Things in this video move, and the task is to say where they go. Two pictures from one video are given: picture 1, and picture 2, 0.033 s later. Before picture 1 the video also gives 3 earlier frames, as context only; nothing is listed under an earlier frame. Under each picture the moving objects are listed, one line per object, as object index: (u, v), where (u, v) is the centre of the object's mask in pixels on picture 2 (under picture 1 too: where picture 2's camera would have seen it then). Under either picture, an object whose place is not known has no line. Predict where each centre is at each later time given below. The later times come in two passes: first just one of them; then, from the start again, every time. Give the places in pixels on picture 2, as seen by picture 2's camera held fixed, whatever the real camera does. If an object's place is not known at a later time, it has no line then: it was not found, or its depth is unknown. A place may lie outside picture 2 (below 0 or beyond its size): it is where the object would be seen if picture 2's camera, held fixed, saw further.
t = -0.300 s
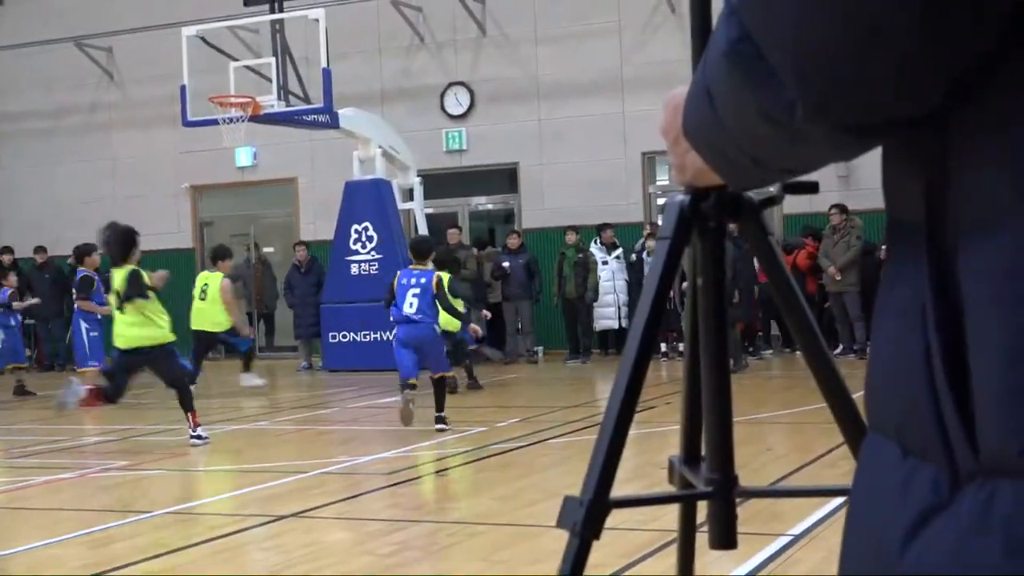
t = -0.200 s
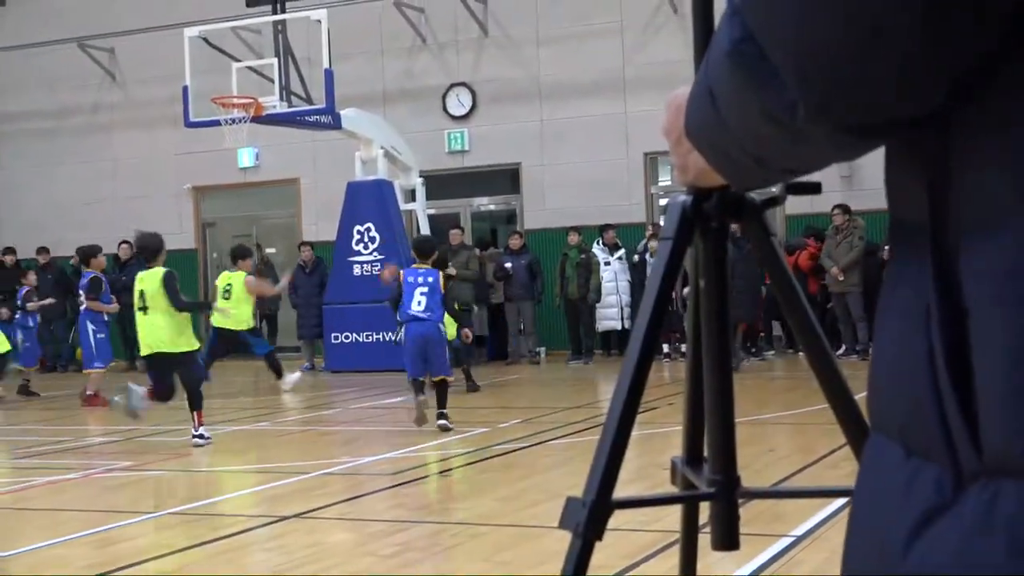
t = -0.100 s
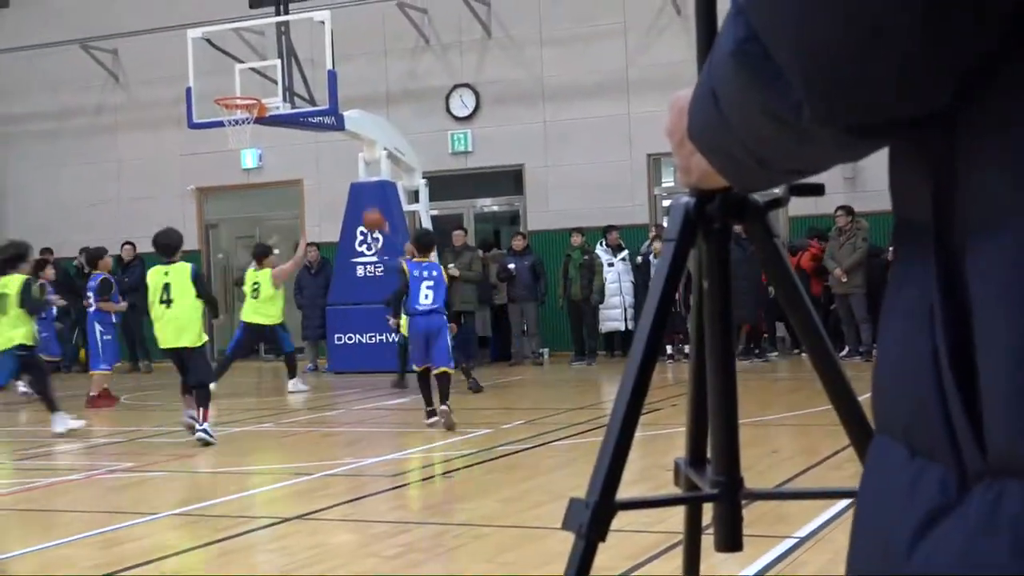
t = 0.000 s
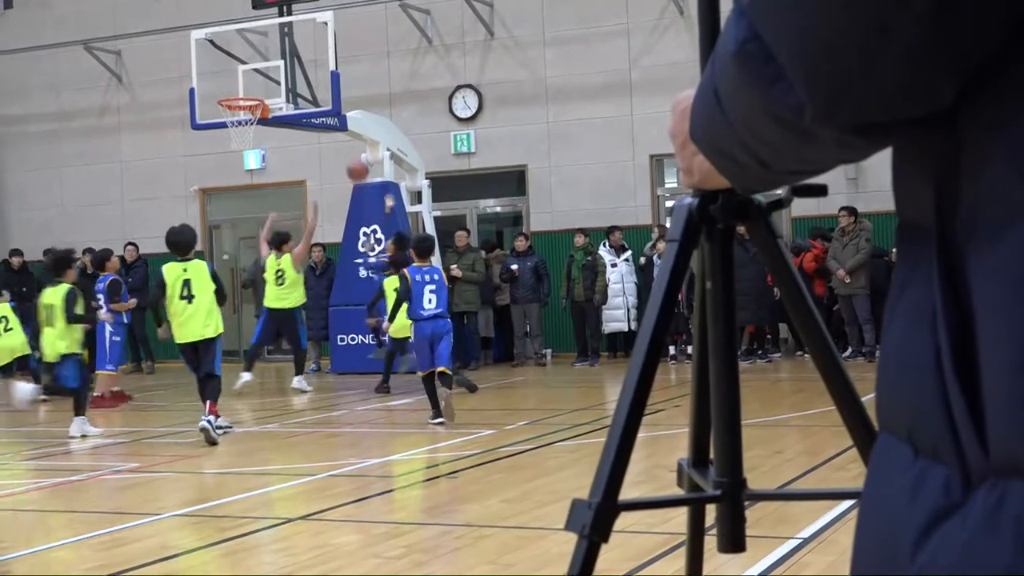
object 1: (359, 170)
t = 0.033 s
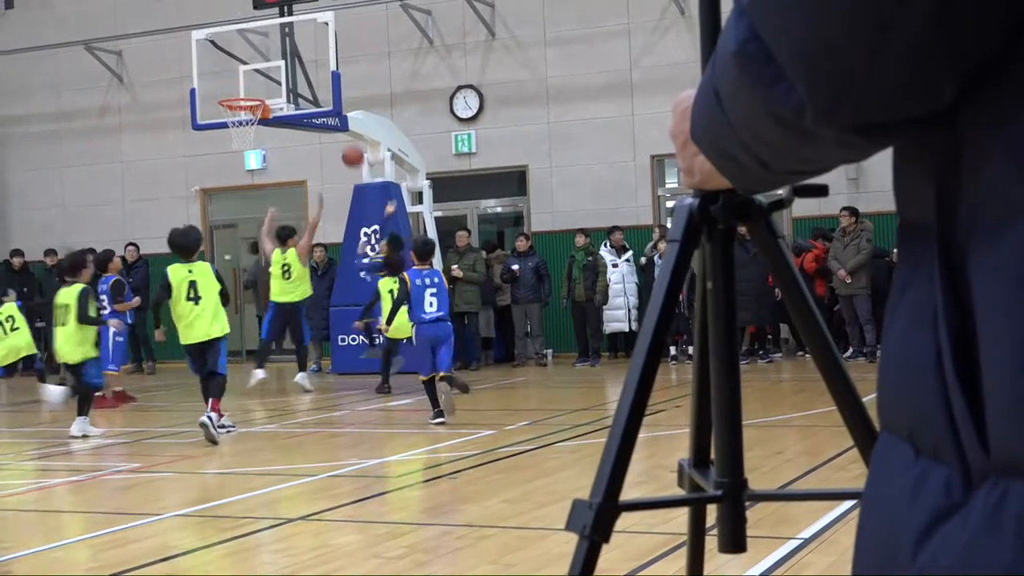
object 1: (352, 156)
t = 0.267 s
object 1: (314, 83)
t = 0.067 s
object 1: (347, 143)
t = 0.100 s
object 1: (341, 129)
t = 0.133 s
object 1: (337, 119)
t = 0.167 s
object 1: (330, 107)
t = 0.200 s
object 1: (326, 98)
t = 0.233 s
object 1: (319, 90)
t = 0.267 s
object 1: (314, 83)
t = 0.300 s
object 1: (309, 76)
